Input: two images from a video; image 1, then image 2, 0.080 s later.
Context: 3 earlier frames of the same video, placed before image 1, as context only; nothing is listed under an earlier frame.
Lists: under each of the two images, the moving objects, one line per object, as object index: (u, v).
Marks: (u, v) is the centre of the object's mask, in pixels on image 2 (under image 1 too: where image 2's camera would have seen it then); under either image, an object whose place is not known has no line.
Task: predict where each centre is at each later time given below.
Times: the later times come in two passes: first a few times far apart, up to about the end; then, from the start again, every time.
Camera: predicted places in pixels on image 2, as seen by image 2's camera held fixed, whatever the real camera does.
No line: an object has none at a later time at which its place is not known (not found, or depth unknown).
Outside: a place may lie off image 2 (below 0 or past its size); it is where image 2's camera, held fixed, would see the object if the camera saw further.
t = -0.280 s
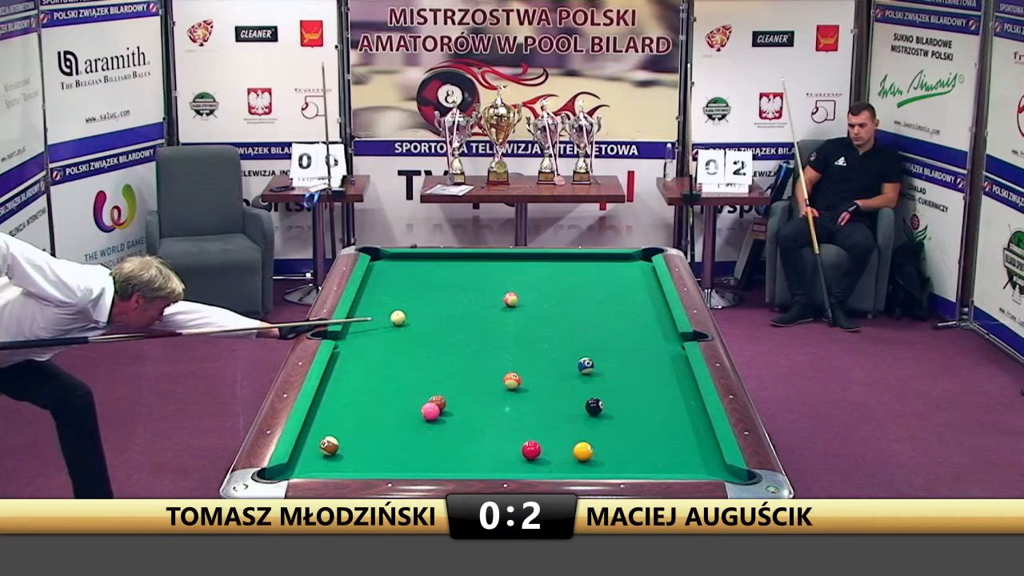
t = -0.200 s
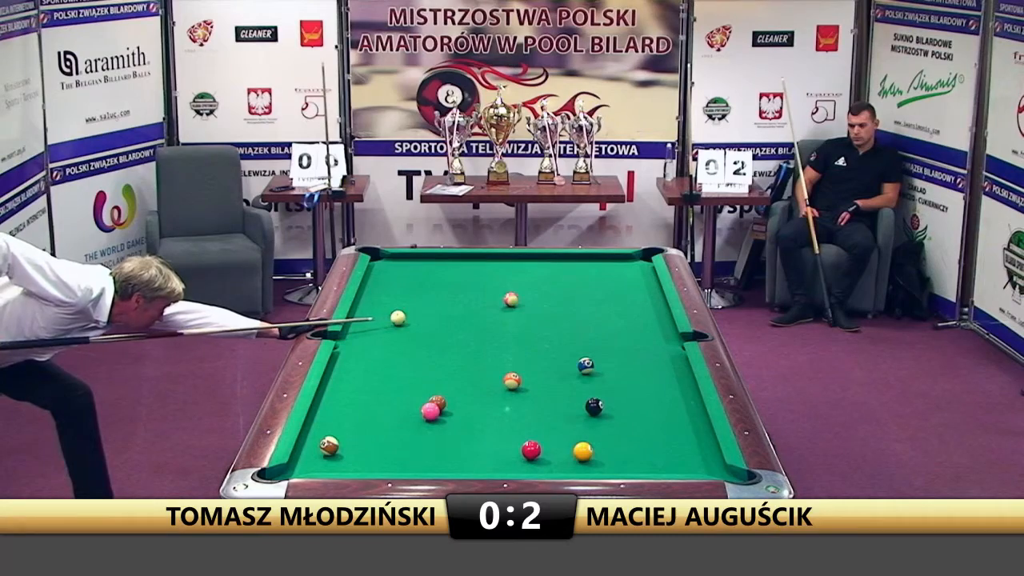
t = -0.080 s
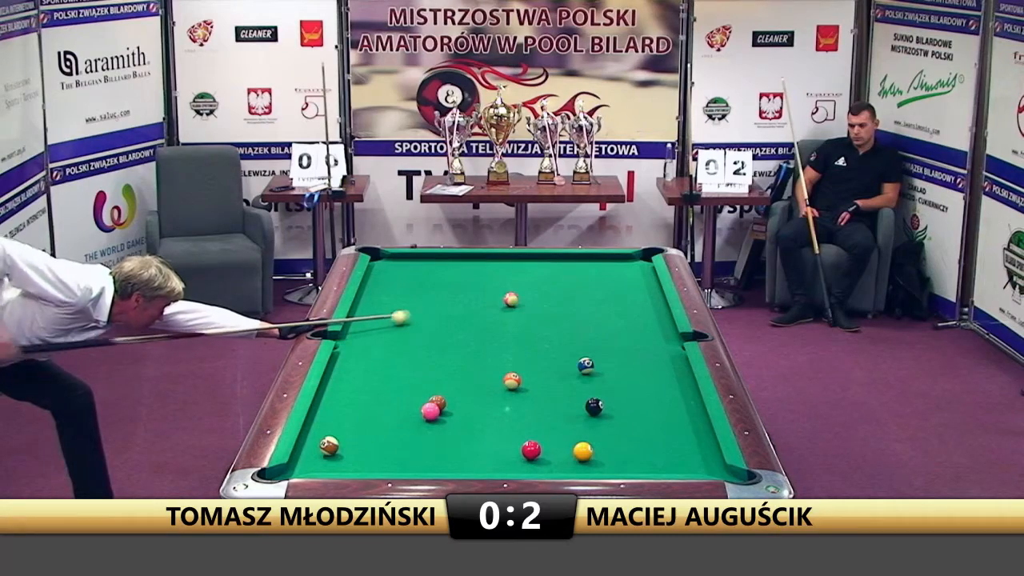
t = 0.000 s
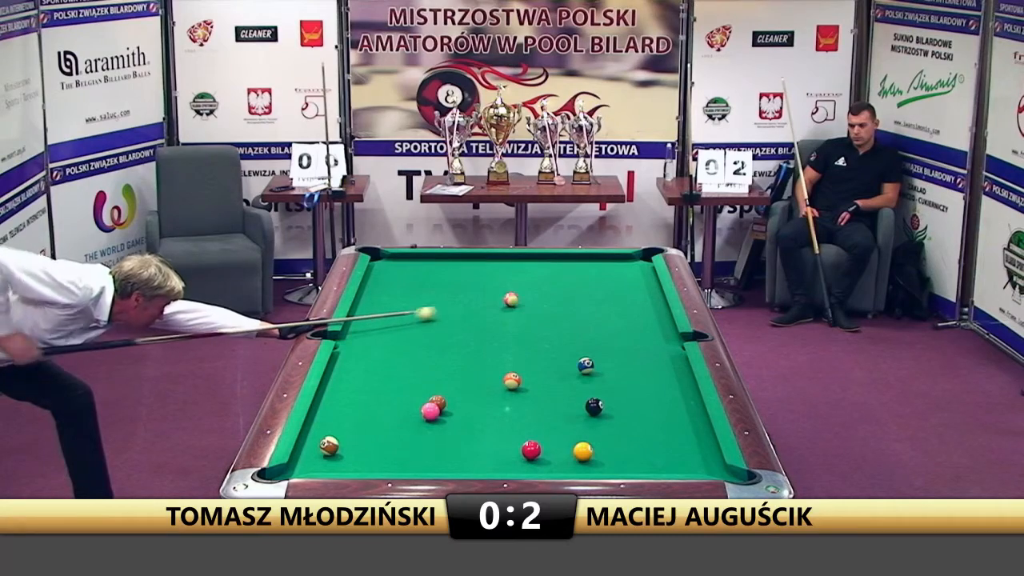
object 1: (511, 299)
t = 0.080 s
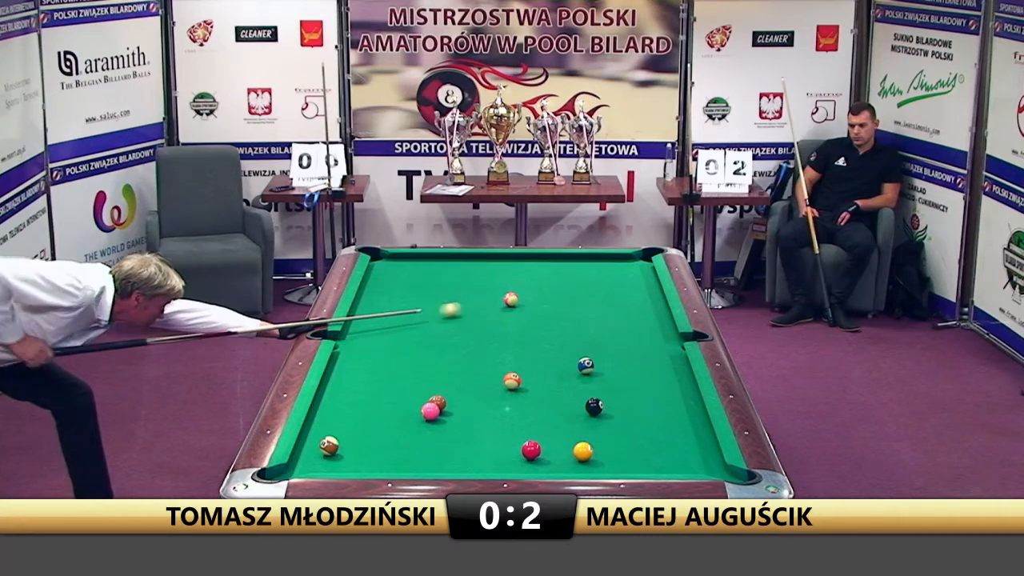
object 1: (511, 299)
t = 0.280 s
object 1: (516, 297)
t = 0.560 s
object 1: (549, 286)
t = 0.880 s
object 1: (582, 275)
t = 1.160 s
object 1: (609, 266)
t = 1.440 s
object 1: (633, 258)
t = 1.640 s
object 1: (648, 257)
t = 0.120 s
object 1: (511, 299)
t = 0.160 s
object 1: (511, 299)
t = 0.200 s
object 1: (511, 299)
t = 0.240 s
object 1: (511, 299)
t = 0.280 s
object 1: (516, 297)
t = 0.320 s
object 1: (521, 295)
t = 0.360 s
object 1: (526, 294)
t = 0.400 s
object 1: (531, 292)
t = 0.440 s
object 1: (536, 291)
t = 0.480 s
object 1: (540, 289)
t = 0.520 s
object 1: (545, 288)
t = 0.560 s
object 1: (549, 286)
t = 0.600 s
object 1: (553, 284)
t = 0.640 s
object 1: (557, 283)
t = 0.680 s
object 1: (562, 282)
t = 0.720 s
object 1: (566, 280)
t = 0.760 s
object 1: (570, 279)
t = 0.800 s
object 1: (574, 278)
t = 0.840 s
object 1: (578, 276)
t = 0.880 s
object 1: (582, 275)
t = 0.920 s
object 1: (586, 274)
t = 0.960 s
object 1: (590, 272)
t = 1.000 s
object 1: (594, 271)
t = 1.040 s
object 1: (598, 270)
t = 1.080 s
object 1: (602, 269)
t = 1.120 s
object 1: (605, 267)
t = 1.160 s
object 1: (609, 266)
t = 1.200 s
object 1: (613, 265)
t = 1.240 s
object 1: (616, 264)
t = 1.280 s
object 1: (620, 262)
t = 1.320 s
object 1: (623, 261)
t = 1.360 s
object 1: (627, 260)
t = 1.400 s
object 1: (630, 259)
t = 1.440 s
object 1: (633, 258)
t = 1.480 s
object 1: (637, 257)
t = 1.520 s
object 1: (640, 255)
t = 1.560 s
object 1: (643, 255)
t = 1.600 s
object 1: (646, 255)
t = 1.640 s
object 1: (648, 257)
